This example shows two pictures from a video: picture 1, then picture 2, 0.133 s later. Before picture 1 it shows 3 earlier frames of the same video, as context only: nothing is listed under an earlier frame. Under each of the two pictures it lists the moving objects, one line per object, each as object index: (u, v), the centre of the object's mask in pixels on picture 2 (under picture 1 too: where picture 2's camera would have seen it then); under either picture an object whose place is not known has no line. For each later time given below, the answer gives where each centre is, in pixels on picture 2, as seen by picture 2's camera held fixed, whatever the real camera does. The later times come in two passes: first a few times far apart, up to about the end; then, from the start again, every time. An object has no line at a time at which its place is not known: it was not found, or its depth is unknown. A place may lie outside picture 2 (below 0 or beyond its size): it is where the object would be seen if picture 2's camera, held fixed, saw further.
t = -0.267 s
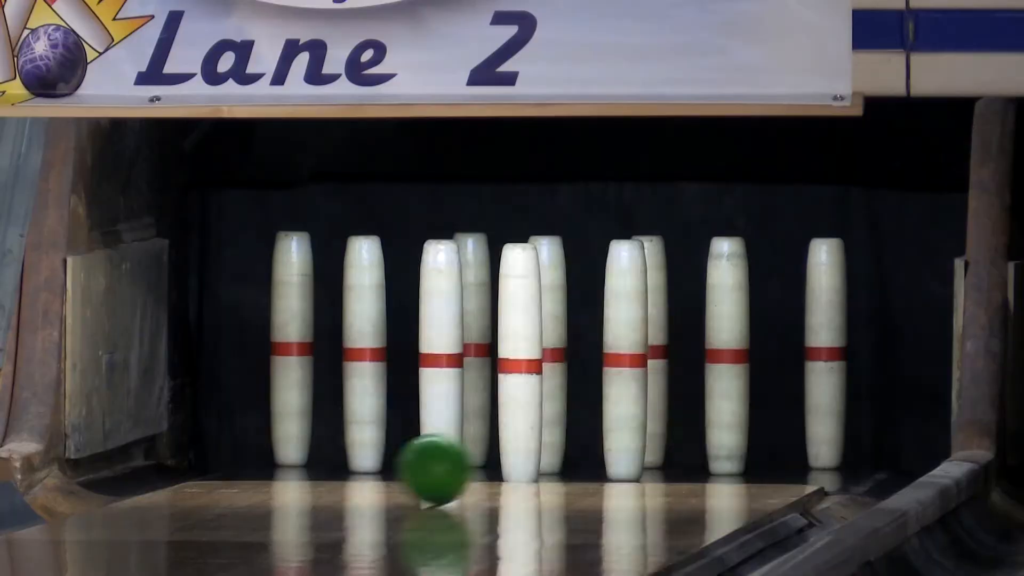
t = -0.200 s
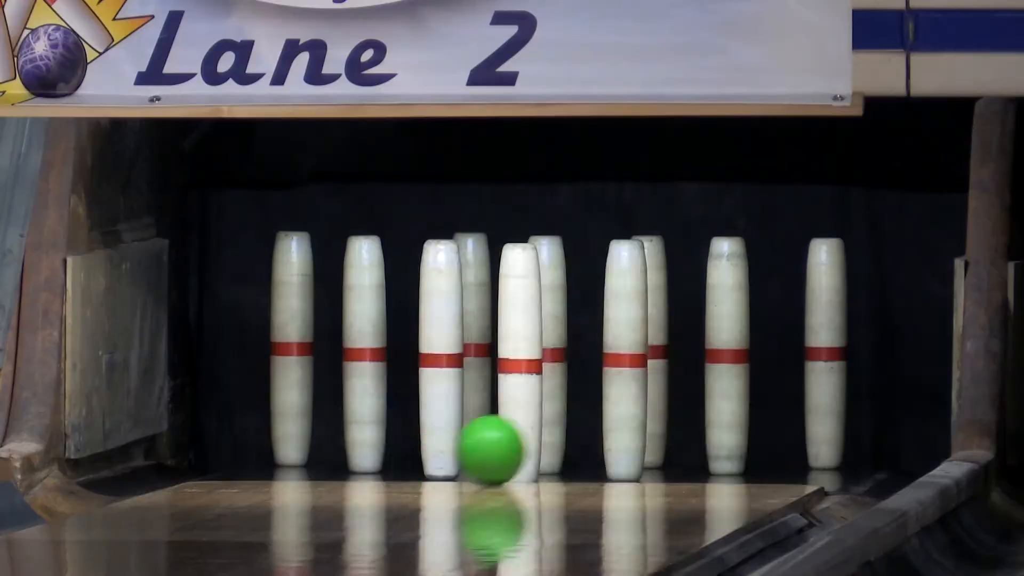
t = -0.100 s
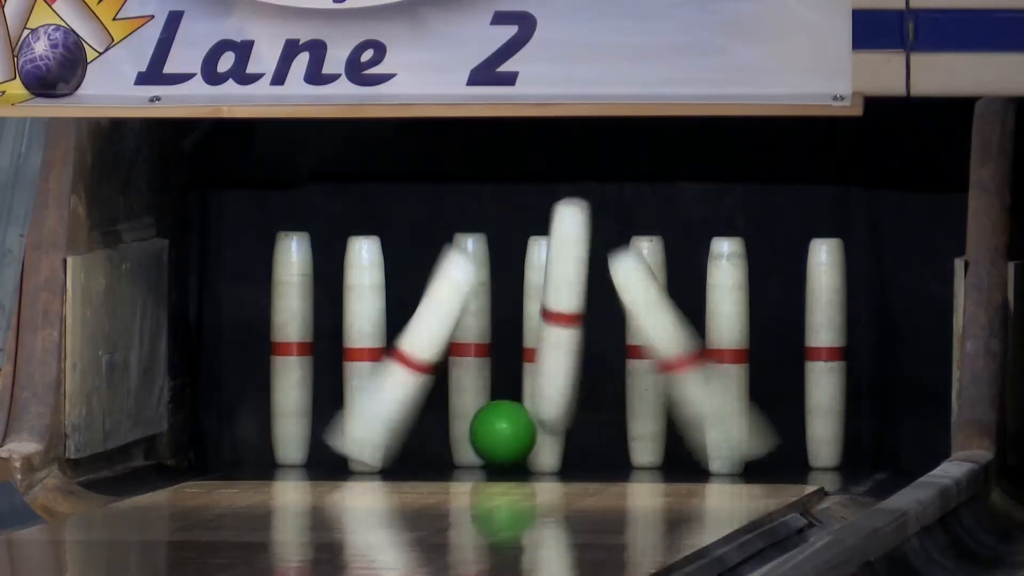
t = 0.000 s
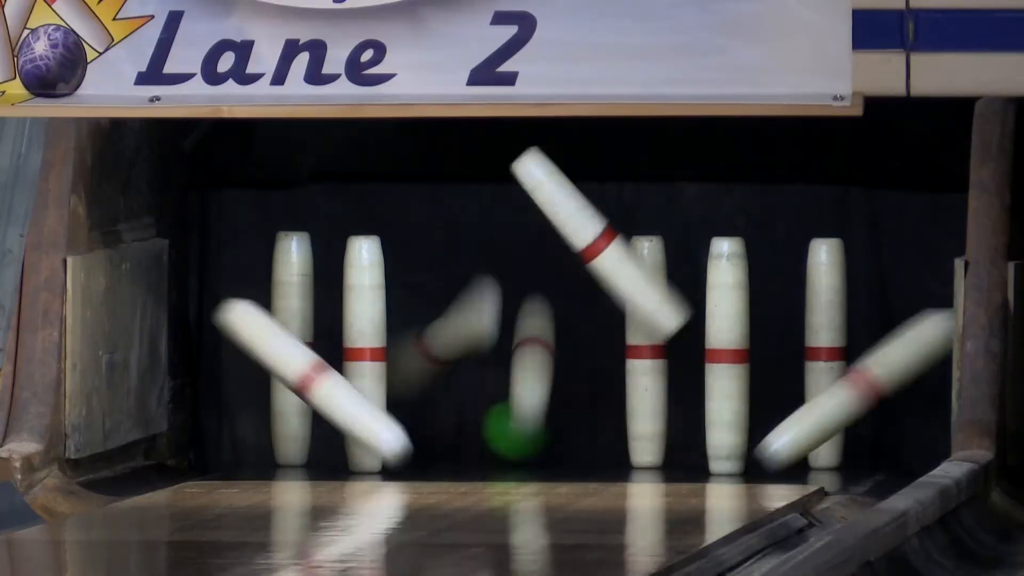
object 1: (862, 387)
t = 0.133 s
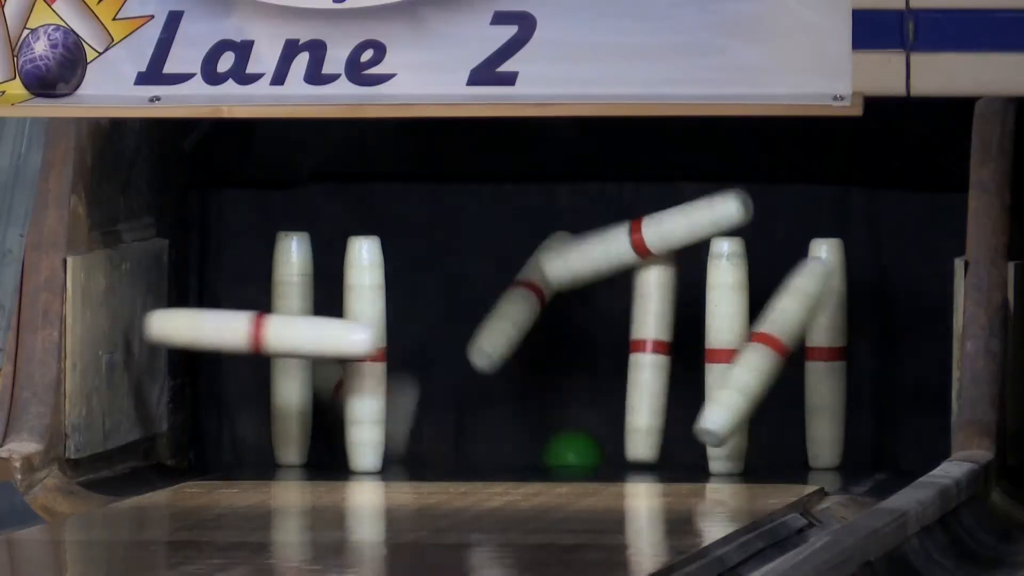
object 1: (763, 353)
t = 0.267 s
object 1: (726, 389)
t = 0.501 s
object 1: (681, 454)
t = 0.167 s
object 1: (749, 355)
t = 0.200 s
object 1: (741, 362)
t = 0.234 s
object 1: (733, 377)
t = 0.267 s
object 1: (726, 389)
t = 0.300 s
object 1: (720, 402)
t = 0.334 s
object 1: (714, 423)
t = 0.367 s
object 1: (701, 448)
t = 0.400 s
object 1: (697, 448)
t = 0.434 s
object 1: (690, 447)
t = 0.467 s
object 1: (683, 450)
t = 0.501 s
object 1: (681, 454)
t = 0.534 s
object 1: (681, 454)
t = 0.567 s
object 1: (683, 455)
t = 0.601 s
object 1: (684, 455)
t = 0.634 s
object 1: (689, 455)
